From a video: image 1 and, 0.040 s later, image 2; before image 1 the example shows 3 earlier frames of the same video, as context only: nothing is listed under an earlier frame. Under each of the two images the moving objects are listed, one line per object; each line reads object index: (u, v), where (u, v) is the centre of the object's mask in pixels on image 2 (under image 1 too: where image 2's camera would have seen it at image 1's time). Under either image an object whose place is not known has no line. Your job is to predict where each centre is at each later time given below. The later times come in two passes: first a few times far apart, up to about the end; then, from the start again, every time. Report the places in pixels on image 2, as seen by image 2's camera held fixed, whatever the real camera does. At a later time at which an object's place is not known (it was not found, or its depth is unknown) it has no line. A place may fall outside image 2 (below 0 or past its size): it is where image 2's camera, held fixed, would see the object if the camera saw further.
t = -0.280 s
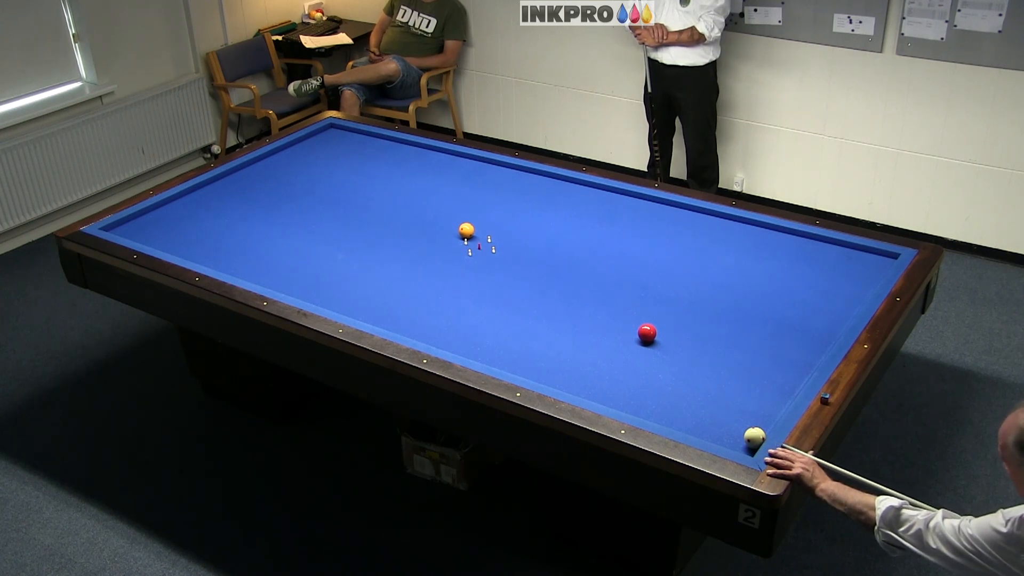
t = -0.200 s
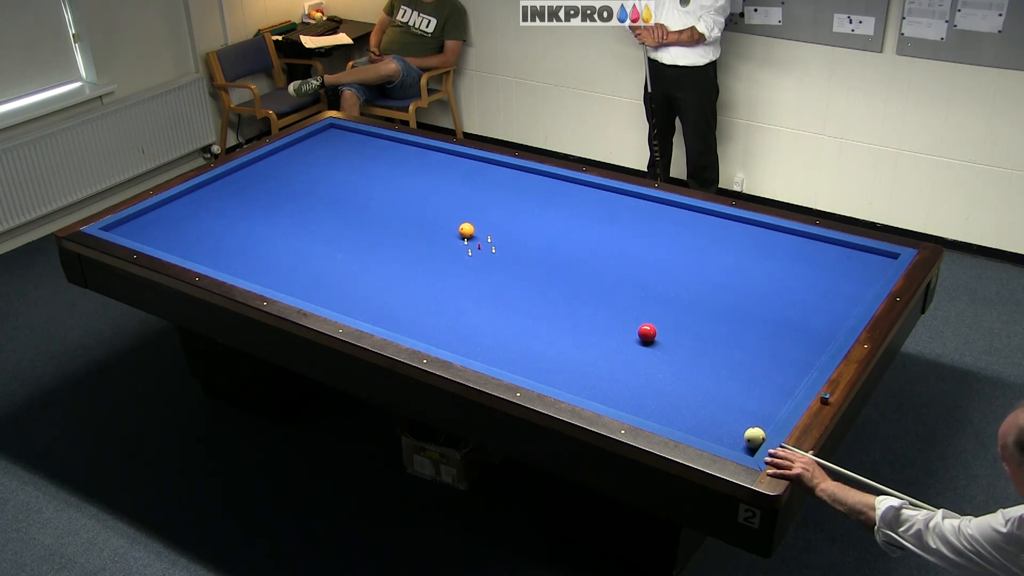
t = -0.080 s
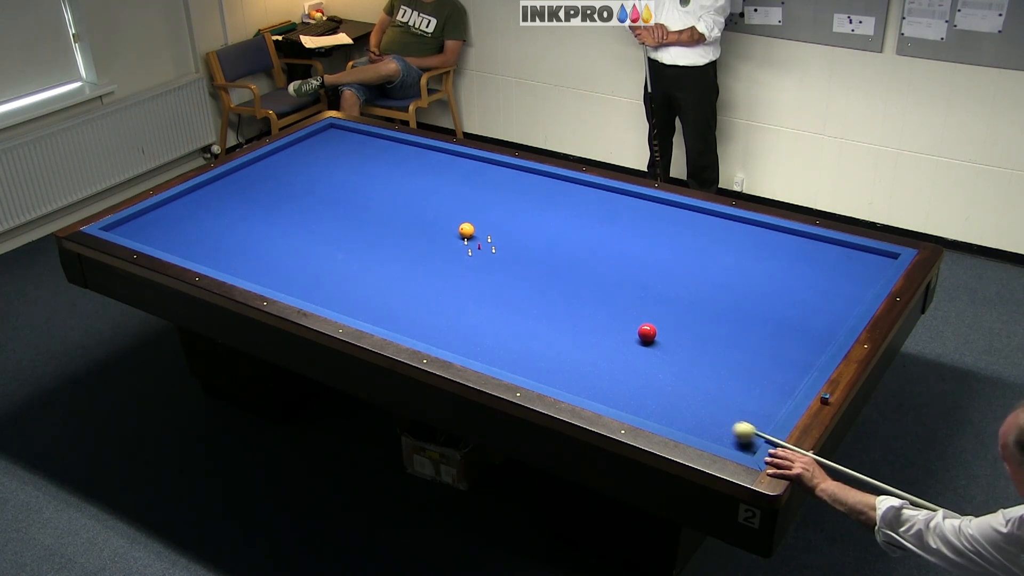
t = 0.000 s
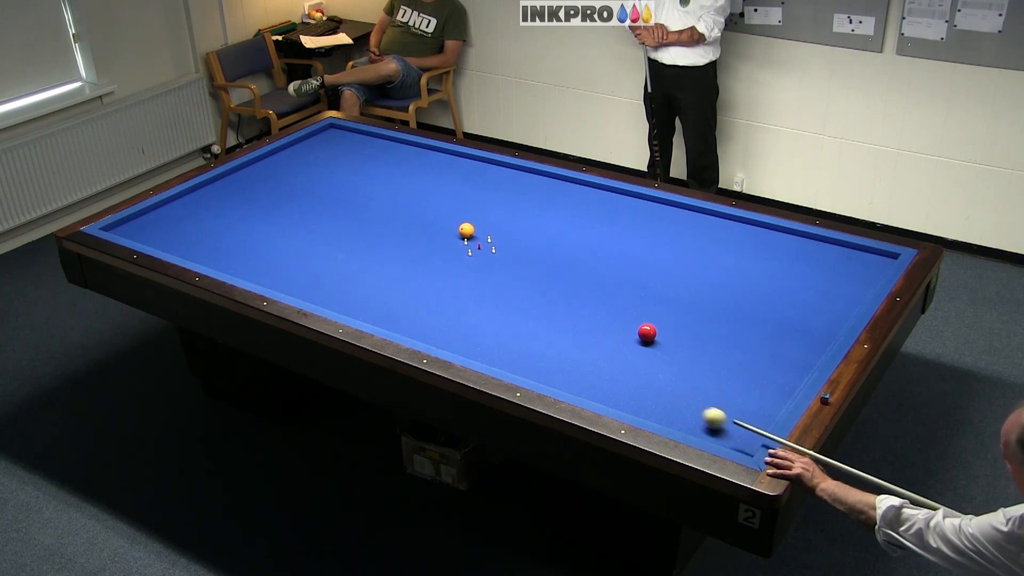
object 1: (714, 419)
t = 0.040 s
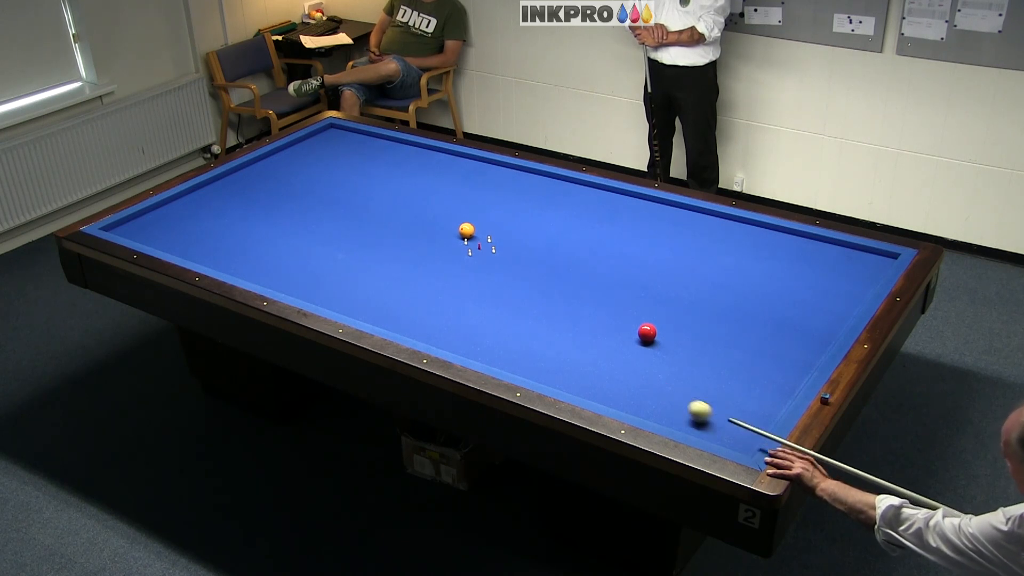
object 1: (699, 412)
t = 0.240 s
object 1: (631, 380)
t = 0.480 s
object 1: (558, 344)
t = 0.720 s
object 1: (492, 313)
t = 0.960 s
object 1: (434, 285)
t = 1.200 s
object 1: (382, 260)
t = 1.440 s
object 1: (335, 237)
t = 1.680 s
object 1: (292, 217)
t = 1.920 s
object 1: (254, 198)
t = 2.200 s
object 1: (215, 179)
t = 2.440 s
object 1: (247, 184)
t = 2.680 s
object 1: (277, 189)
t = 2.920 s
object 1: (307, 193)
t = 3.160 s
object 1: (337, 197)
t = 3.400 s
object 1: (367, 202)
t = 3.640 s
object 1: (397, 206)
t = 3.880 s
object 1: (427, 210)
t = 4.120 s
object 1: (457, 215)
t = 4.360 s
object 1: (487, 220)
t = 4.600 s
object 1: (518, 225)
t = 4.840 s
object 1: (548, 229)
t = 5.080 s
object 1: (578, 234)
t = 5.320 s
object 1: (608, 239)
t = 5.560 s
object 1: (638, 244)
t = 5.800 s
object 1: (667, 248)
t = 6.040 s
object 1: (697, 253)
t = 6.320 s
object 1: (731, 258)
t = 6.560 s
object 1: (759, 263)
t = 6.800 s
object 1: (788, 268)
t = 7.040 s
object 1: (815, 272)
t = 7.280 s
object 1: (842, 276)
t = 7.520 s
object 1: (869, 280)
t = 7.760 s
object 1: (862, 277)
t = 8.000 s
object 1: (850, 272)
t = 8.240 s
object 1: (838, 268)
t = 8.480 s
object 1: (828, 264)
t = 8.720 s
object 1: (818, 261)
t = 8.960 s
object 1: (809, 257)
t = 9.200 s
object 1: (800, 254)
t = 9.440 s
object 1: (793, 251)
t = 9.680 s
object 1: (786, 249)
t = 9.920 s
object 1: (780, 246)
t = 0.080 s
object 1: (685, 405)
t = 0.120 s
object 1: (671, 398)
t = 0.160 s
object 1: (658, 392)
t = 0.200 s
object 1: (644, 385)
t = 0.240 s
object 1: (631, 380)
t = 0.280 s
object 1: (618, 373)
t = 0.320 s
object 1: (605, 367)
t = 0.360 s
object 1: (593, 361)
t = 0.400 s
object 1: (581, 355)
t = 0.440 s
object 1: (569, 349)
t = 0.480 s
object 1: (558, 344)
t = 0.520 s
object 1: (546, 338)
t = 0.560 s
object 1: (535, 333)
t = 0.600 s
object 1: (524, 328)
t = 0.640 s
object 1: (513, 323)
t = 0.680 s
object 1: (502, 318)
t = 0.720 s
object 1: (492, 313)
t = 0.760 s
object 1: (482, 308)
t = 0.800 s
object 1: (472, 303)
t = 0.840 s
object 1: (462, 298)
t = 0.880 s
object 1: (453, 294)
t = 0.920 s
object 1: (443, 289)
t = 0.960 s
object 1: (434, 285)
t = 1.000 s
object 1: (425, 280)
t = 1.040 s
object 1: (416, 276)
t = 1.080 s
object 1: (407, 272)
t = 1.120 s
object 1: (398, 268)
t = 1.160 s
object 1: (390, 264)
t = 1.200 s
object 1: (382, 260)
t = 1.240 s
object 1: (373, 256)
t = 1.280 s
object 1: (366, 252)
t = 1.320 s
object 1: (358, 248)
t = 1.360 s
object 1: (350, 244)
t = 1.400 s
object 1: (342, 241)
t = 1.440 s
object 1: (335, 237)
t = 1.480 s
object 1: (327, 234)
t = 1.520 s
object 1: (320, 230)
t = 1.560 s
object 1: (313, 227)
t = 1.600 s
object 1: (306, 223)
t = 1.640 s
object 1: (299, 220)
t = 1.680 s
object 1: (292, 217)
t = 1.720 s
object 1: (286, 214)
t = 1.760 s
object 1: (279, 210)
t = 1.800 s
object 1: (273, 207)
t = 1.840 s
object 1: (267, 204)
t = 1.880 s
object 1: (260, 201)
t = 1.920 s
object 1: (254, 198)
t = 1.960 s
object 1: (248, 196)
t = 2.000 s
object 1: (242, 193)
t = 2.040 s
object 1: (236, 190)
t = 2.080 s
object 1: (231, 187)
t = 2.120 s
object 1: (225, 184)
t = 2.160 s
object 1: (220, 182)
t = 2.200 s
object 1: (215, 179)
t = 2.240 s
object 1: (221, 180)
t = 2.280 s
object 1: (227, 182)
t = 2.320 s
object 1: (232, 182)
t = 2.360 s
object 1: (237, 183)
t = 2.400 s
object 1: (242, 184)
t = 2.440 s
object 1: (247, 184)
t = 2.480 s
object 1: (252, 185)
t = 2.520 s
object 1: (257, 186)
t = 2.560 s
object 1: (262, 187)
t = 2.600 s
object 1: (267, 187)
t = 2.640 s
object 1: (272, 188)
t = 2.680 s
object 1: (277, 189)
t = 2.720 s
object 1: (282, 189)
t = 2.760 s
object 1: (287, 190)
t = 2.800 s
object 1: (292, 191)
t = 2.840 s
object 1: (297, 191)
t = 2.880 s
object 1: (301, 192)
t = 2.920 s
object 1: (307, 193)
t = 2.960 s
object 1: (312, 194)
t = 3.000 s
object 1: (317, 194)
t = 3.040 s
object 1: (321, 195)
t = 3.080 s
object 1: (326, 196)
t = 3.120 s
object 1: (331, 196)
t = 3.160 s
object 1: (337, 197)
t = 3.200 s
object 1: (342, 198)
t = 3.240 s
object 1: (347, 199)
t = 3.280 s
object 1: (352, 199)
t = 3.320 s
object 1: (357, 200)
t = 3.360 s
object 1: (362, 201)
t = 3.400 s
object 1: (367, 202)
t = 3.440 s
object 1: (372, 202)
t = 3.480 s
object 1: (377, 203)
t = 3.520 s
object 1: (382, 204)
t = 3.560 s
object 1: (387, 205)
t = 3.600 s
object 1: (392, 205)
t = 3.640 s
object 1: (397, 206)
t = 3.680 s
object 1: (402, 207)
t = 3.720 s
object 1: (407, 207)
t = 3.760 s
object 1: (412, 208)
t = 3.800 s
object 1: (417, 209)
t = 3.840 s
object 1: (422, 210)
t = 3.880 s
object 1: (427, 210)
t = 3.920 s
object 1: (432, 211)
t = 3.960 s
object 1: (437, 212)
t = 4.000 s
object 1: (442, 213)
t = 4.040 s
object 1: (447, 213)
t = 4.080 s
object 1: (452, 214)
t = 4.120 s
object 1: (457, 215)
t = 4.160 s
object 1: (462, 215)
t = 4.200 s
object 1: (467, 216)
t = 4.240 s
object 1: (473, 217)
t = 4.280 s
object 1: (477, 218)
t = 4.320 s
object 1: (482, 219)
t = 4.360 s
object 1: (487, 220)
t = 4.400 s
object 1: (493, 220)
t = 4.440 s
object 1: (497, 221)
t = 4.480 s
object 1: (502, 222)
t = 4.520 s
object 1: (508, 223)
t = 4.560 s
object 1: (513, 224)
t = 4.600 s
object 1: (518, 225)
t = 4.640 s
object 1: (523, 225)
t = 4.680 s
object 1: (528, 226)
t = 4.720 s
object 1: (533, 227)
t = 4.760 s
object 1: (538, 228)
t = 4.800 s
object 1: (543, 229)
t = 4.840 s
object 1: (548, 229)
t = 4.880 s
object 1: (553, 230)
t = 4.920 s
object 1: (558, 231)
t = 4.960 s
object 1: (563, 232)
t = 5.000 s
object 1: (568, 233)
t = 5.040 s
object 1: (573, 233)
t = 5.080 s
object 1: (578, 234)
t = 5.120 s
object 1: (583, 235)
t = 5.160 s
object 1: (588, 236)
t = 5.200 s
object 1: (593, 237)
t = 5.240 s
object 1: (598, 238)
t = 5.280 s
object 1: (603, 238)
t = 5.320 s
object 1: (608, 239)
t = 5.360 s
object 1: (612, 238)
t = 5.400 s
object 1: (618, 238)
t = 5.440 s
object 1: (623, 240)
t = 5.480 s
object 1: (628, 242)
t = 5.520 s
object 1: (633, 243)
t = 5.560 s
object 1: (638, 244)
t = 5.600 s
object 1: (643, 244)
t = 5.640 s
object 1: (648, 245)
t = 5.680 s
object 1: (653, 246)
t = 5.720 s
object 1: (658, 247)
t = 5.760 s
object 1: (663, 248)
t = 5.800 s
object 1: (667, 248)
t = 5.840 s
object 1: (673, 249)
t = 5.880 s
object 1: (677, 250)
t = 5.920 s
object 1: (682, 251)
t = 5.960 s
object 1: (687, 252)
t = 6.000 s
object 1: (692, 252)
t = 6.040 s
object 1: (697, 253)
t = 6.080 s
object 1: (702, 254)
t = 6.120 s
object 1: (706, 255)
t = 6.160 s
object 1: (712, 255)
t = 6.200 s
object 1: (716, 256)
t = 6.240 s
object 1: (721, 257)
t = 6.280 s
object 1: (726, 258)
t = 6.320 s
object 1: (731, 258)
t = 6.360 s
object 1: (735, 259)
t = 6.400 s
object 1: (740, 260)
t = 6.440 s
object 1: (745, 261)
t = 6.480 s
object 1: (750, 261)
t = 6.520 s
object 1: (754, 262)
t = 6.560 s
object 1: (759, 263)
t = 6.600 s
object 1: (764, 264)
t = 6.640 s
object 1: (769, 264)
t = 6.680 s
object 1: (773, 265)
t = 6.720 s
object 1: (778, 266)
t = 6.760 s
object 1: (783, 267)
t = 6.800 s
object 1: (788, 268)
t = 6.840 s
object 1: (792, 268)
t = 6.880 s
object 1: (797, 269)
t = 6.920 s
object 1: (801, 270)
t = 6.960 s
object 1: (806, 270)
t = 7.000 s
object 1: (811, 271)
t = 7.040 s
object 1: (815, 272)
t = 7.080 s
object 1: (820, 273)
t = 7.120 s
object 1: (824, 273)
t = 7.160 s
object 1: (829, 274)
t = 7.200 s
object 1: (833, 275)
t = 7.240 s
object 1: (838, 276)
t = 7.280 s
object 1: (842, 276)
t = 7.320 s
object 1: (847, 277)
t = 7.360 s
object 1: (852, 278)
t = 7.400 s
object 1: (856, 278)
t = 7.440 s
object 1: (860, 279)
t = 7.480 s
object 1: (865, 280)
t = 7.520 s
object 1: (869, 280)
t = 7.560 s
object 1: (872, 280)
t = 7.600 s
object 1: (870, 280)
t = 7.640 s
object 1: (868, 279)
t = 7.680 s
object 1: (866, 278)
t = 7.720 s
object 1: (864, 278)
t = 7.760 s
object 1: (862, 277)
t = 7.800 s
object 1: (860, 276)
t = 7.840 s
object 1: (858, 275)
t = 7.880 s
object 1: (855, 275)
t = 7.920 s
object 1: (853, 274)
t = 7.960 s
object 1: (851, 273)
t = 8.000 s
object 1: (850, 272)
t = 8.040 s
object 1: (848, 272)
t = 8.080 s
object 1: (846, 271)
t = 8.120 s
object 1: (844, 270)
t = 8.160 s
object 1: (842, 270)
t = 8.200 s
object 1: (840, 269)
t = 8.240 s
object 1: (838, 268)
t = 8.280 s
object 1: (837, 268)
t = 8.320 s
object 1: (835, 267)
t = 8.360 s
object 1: (833, 266)
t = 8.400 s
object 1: (831, 266)
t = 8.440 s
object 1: (830, 265)
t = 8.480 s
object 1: (828, 264)
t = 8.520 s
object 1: (826, 264)
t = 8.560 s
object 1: (824, 263)
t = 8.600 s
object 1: (823, 263)
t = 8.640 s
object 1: (821, 262)
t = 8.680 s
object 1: (820, 261)
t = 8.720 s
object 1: (818, 261)
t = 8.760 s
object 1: (817, 260)
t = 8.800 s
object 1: (815, 260)
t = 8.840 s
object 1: (813, 259)
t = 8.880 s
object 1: (812, 258)
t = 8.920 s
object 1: (810, 258)
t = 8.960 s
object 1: (809, 257)
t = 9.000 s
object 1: (807, 257)
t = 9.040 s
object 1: (806, 256)
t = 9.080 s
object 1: (804, 256)
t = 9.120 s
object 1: (803, 255)
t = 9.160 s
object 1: (802, 255)
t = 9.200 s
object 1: (800, 254)
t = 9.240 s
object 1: (799, 254)
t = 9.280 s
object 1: (798, 253)
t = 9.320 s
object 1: (797, 253)
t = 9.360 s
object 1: (795, 252)
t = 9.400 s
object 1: (794, 252)
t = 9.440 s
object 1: (793, 251)
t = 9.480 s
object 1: (792, 251)
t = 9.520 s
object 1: (790, 250)
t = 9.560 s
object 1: (789, 250)
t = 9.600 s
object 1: (788, 250)
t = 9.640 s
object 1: (787, 249)
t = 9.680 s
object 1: (786, 249)
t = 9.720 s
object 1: (785, 248)
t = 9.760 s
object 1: (783, 248)
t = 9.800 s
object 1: (782, 248)
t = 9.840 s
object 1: (781, 247)
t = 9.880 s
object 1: (781, 247)
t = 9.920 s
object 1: (780, 246)
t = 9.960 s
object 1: (779, 246)
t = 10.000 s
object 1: (778, 245)
